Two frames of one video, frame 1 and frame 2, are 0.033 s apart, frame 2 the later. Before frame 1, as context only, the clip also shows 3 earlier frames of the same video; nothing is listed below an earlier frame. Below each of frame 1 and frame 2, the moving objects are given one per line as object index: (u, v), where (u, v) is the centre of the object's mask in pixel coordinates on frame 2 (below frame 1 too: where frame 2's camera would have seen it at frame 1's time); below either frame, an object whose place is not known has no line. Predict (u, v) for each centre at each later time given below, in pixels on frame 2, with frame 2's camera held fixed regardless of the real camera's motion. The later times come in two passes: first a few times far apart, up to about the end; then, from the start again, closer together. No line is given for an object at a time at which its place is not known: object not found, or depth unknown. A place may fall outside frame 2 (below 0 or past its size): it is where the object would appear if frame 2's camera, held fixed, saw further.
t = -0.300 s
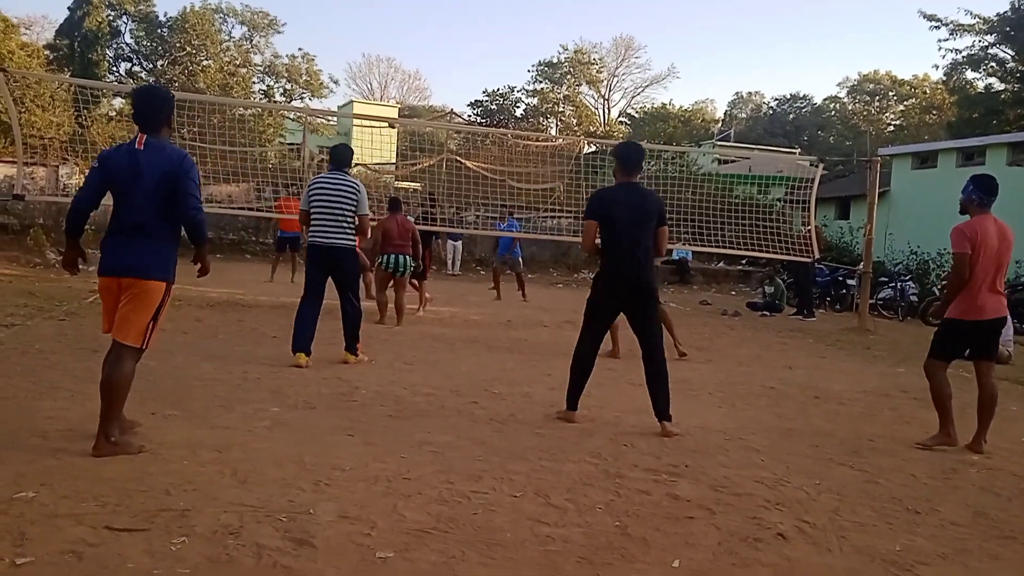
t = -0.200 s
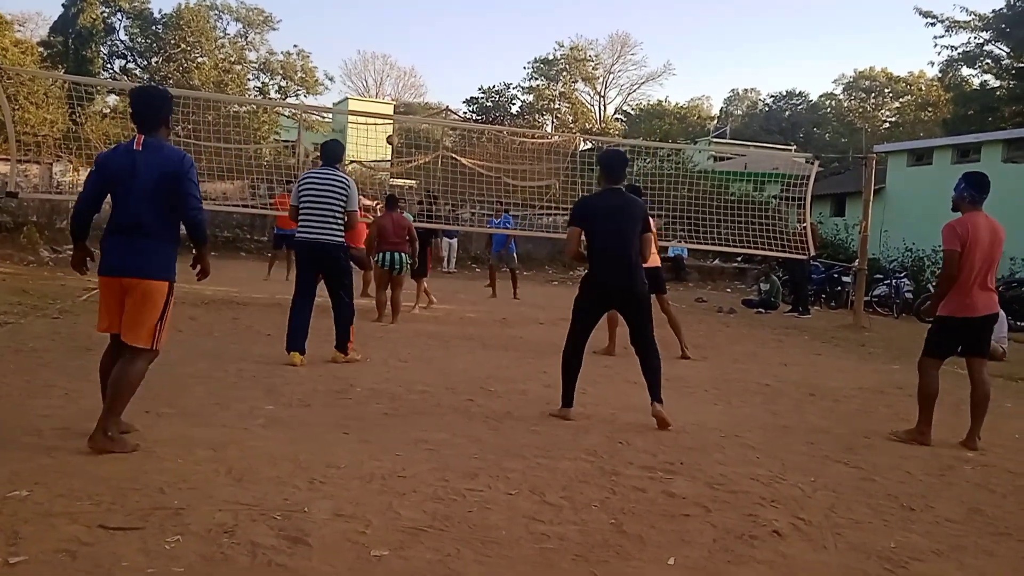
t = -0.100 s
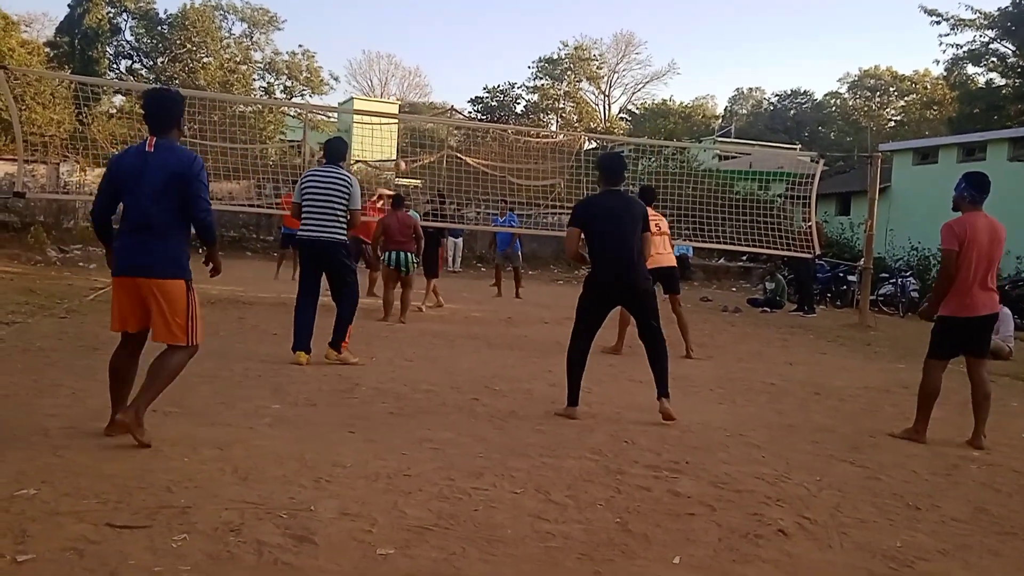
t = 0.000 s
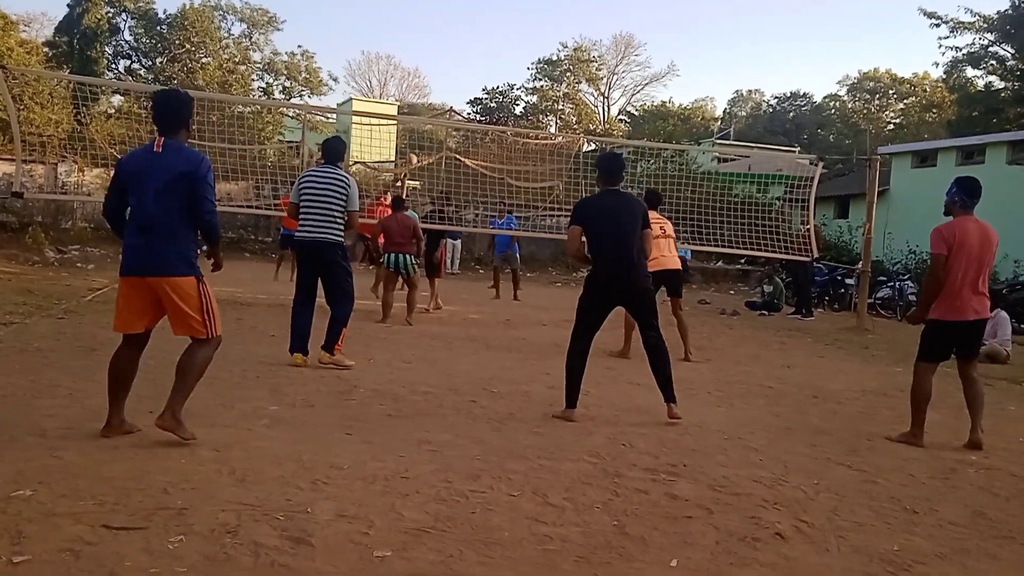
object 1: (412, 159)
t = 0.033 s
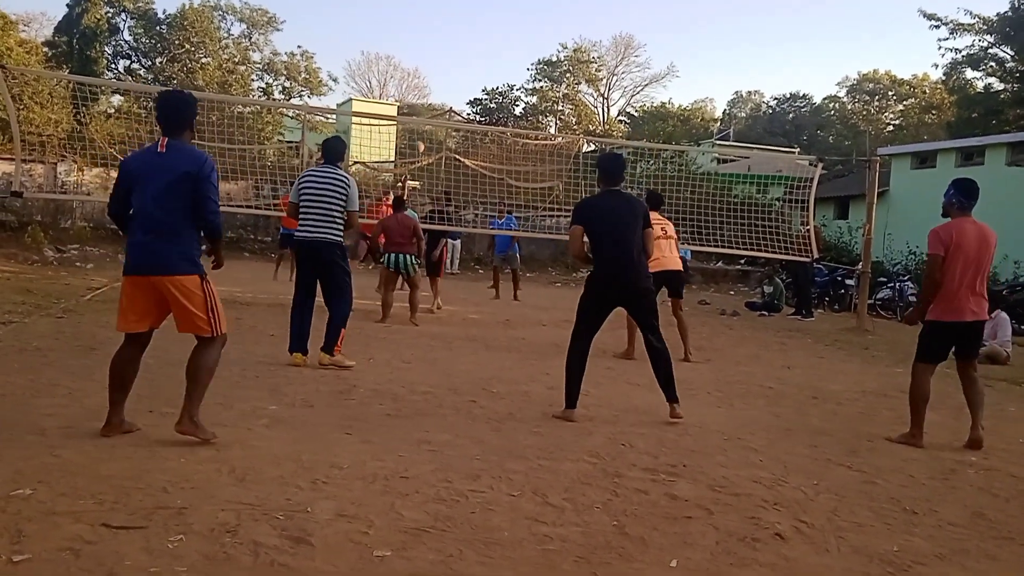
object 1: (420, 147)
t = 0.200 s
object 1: (458, 90)
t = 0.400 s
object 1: (514, 41)
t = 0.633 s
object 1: (593, 17)
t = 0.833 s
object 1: (674, 38)
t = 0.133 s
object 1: (443, 111)
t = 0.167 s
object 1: (450, 101)
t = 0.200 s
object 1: (458, 90)
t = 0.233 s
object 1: (467, 80)
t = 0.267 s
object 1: (476, 71)
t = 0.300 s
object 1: (485, 63)
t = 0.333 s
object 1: (494, 54)
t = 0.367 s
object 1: (504, 47)
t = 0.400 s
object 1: (514, 41)
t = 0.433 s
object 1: (525, 35)
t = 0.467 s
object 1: (535, 29)
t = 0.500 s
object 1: (546, 25)
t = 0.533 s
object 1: (557, 22)
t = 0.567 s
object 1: (569, 19)
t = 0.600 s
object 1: (580, 17)
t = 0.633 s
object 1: (593, 17)
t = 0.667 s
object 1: (605, 17)
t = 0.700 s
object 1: (618, 19)
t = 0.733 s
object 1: (631, 22)
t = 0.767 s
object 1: (645, 26)
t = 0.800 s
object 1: (660, 31)
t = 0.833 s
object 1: (674, 38)
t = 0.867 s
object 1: (690, 47)
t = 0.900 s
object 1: (706, 57)
